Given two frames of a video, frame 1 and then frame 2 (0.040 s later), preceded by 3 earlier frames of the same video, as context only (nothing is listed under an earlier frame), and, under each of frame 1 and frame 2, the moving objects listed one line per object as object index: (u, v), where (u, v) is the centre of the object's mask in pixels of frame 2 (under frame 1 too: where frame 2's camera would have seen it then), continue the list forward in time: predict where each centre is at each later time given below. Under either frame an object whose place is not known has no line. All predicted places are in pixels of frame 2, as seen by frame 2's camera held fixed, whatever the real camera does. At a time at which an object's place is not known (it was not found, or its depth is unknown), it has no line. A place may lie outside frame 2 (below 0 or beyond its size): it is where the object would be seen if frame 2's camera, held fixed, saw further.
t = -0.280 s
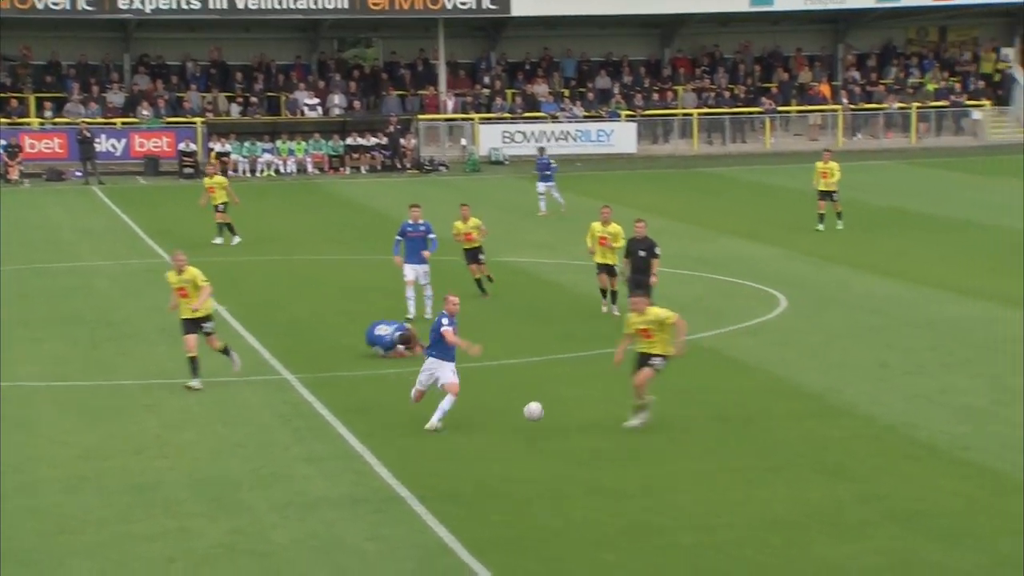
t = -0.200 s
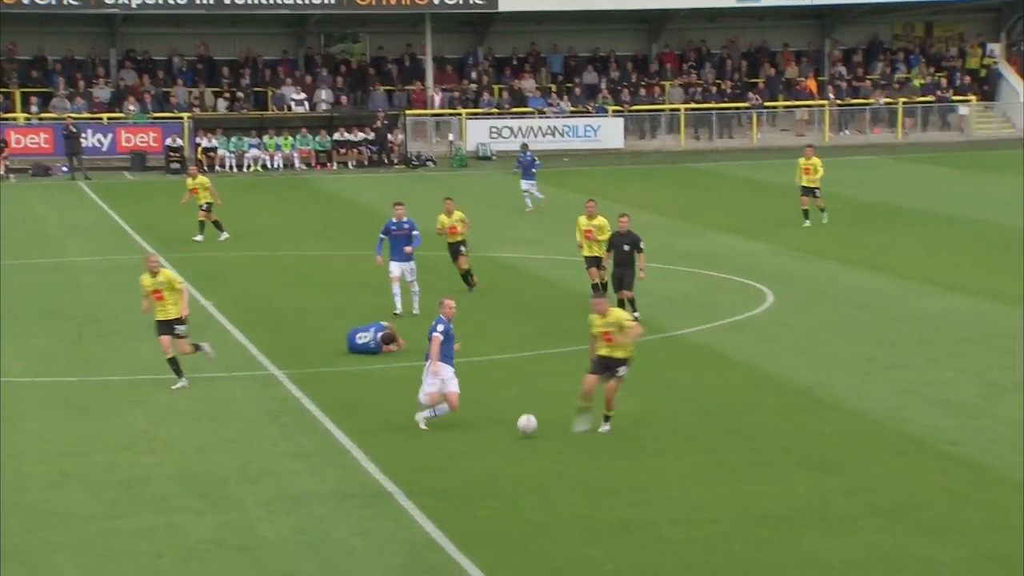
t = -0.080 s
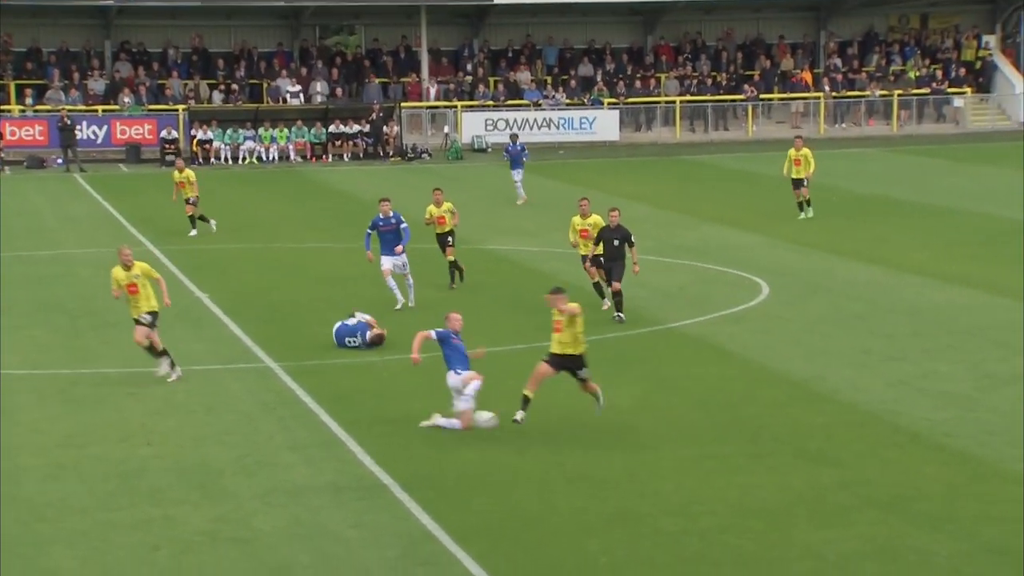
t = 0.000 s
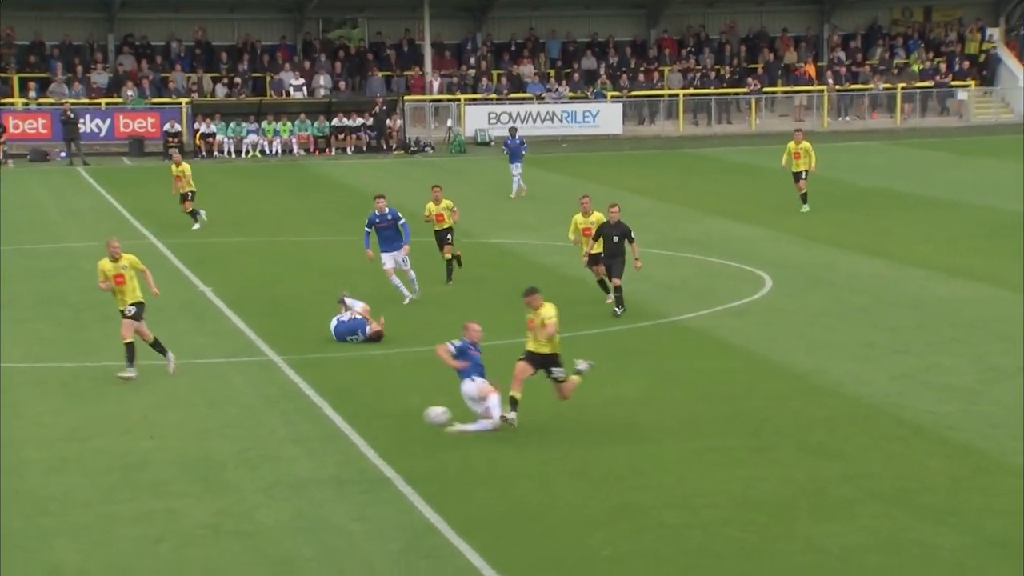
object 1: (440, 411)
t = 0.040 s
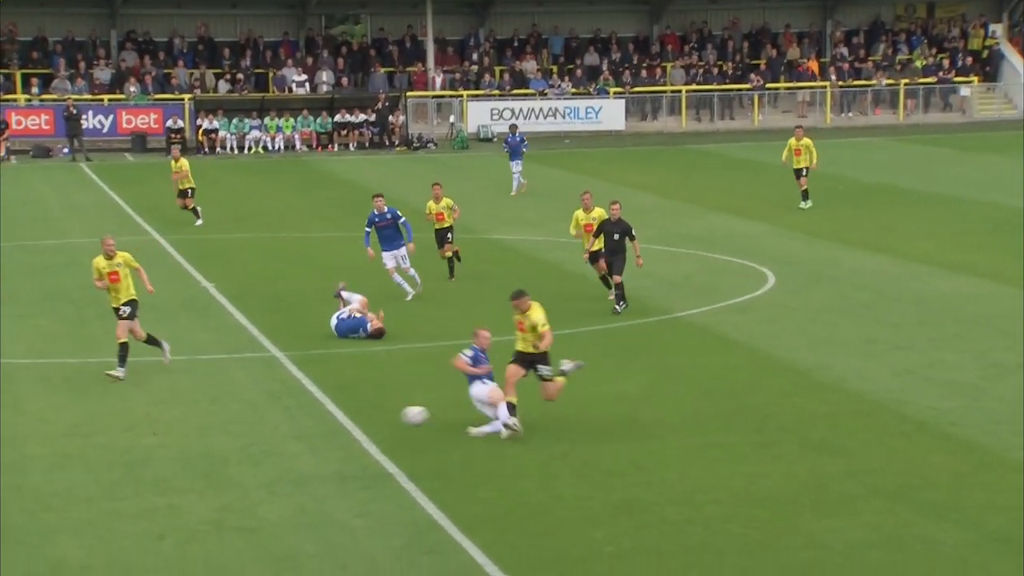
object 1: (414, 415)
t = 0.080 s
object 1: (388, 420)
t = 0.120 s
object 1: (363, 427)
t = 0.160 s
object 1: (334, 436)
